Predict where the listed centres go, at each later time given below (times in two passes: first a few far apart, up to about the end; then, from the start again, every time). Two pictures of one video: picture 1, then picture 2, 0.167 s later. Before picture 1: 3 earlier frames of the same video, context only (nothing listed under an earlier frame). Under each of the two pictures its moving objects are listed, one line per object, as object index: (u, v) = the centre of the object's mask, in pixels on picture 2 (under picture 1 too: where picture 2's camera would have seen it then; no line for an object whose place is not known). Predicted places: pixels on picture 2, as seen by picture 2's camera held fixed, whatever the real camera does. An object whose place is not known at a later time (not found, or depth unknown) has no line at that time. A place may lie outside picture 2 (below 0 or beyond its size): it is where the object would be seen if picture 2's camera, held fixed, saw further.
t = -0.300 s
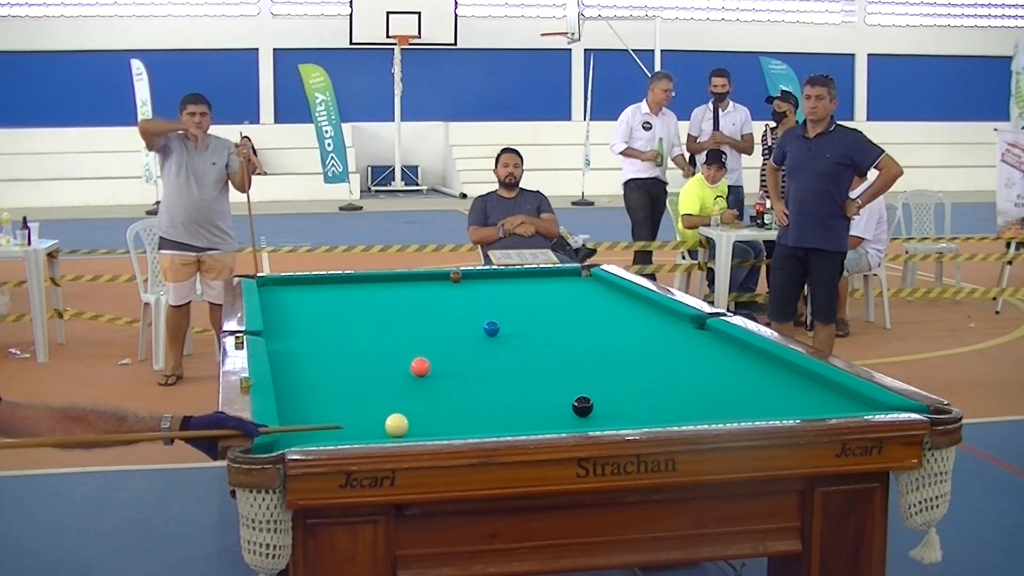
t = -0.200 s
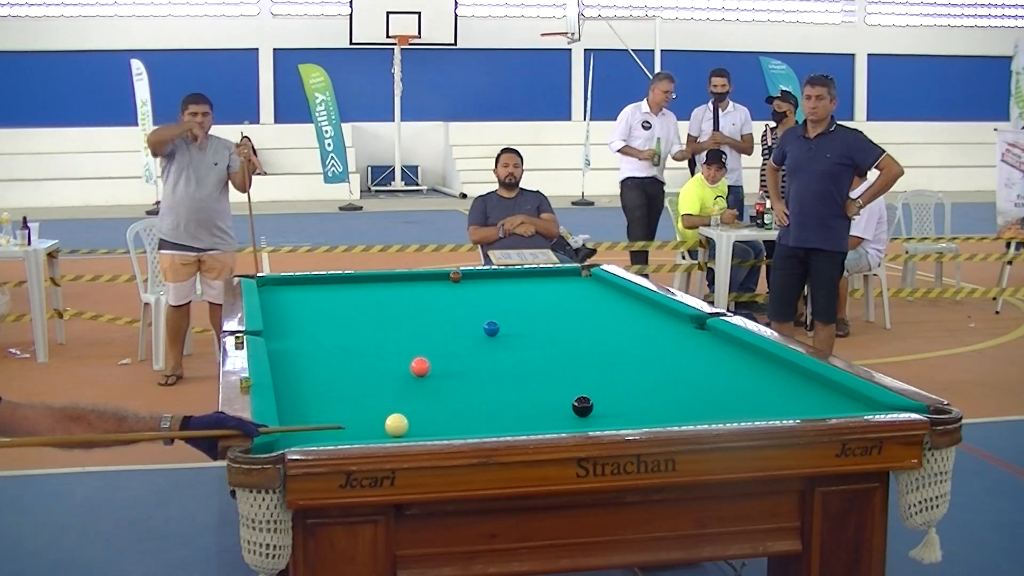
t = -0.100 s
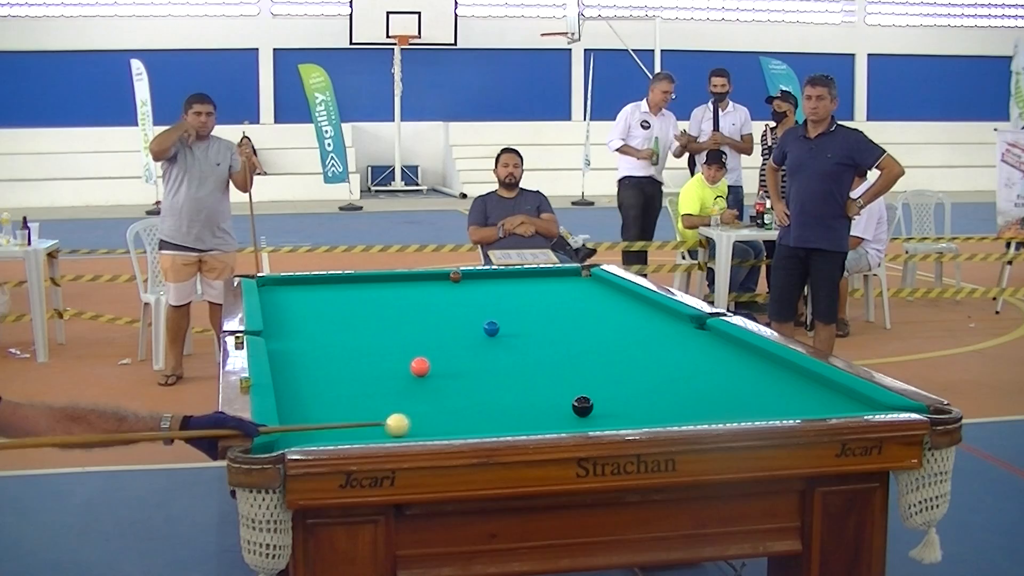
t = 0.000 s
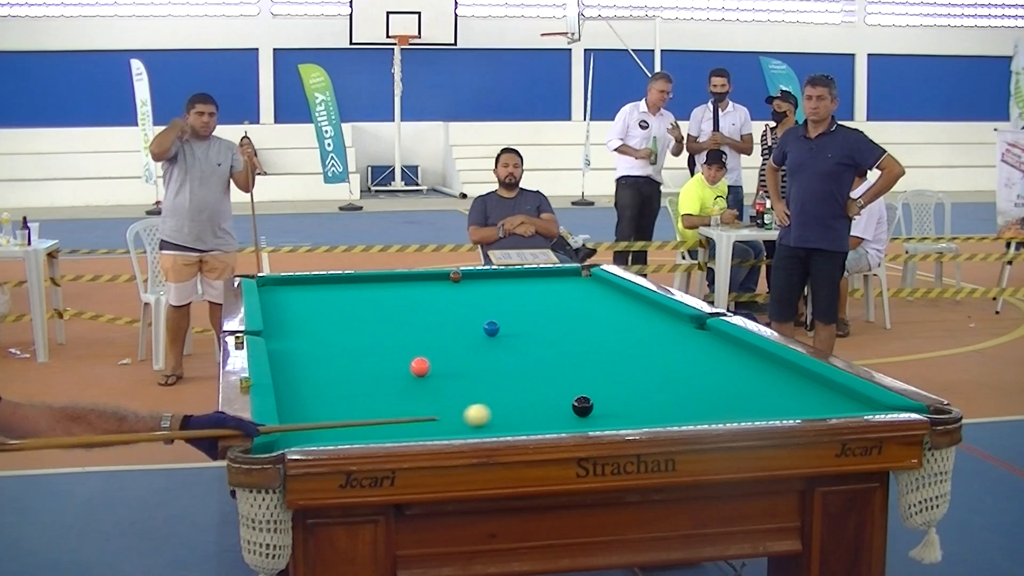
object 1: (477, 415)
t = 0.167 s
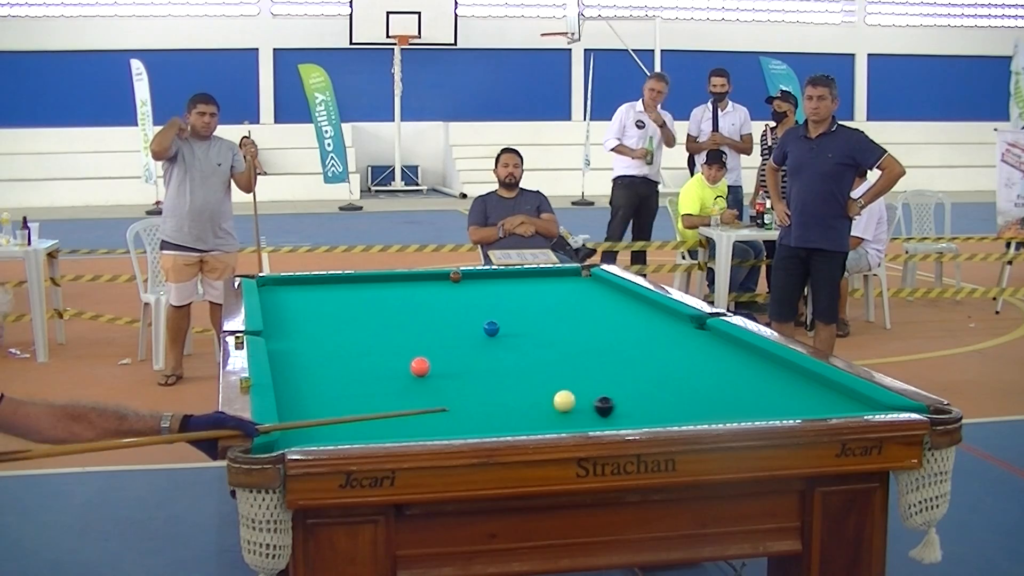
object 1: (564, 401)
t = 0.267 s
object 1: (578, 393)
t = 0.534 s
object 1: (621, 373)
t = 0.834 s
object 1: (663, 355)
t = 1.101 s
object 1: (694, 341)
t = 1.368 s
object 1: (701, 330)
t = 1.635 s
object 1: (659, 324)
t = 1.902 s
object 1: (621, 319)
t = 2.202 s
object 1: (582, 313)
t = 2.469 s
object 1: (551, 309)
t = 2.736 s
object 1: (524, 305)
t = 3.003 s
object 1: (498, 301)
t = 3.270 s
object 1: (476, 298)
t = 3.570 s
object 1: (453, 295)
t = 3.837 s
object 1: (435, 292)
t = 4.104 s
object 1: (419, 290)
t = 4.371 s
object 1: (405, 288)
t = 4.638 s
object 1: (393, 286)
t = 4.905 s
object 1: (382, 284)
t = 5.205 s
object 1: (372, 283)
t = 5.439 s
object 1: (365, 282)
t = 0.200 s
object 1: (568, 398)
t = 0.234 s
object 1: (572, 396)
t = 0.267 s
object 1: (578, 393)
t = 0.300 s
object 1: (583, 390)
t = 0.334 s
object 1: (589, 387)
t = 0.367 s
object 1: (595, 385)
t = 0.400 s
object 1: (600, 383)
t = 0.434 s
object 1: (606, 380)
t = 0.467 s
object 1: (611, 378)
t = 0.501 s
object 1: (617, 376)
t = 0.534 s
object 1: (621, 373)
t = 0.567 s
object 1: (626, 371)
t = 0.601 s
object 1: (631, 369)
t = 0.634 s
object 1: (636, 367)
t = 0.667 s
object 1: (641, 365)
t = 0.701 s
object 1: (645, 363)
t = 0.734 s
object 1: (650, 361)
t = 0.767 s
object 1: (654, 359)
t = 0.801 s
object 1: (659, 357)
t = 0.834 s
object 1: (663, 355)
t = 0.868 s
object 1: (667, 353)
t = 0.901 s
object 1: (671, 351)
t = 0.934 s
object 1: (675, 349)
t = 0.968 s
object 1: (679, 348)
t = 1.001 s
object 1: (683, 346)
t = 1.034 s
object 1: (687, 344)
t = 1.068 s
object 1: (690, 343)
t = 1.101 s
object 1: (694, 341)
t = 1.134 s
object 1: (697, 339)
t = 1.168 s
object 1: (701, 338)
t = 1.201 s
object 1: (704, 336)
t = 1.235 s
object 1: (708, 335)
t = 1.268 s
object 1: (711, 333)
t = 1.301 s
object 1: (714, 332)
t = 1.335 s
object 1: (707, 331)
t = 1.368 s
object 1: (701, 330)
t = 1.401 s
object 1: (696, 330)
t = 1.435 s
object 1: (690, 329)
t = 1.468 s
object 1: (685, 328)
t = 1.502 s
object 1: (679, 327)
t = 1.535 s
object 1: (674, 326)
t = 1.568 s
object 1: (669, 326)
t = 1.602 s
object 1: (664, 325)
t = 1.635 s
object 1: (659, 324)
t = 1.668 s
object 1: (654, 323)
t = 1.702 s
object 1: (649, 323)
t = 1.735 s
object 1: (644, 322)
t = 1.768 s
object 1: (639, 321)
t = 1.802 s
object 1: (634, 321)
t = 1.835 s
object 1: (630, 320)
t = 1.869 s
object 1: (625, 319)
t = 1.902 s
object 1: (621, 319)
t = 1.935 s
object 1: (616, 318)
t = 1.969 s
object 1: (612, 317)
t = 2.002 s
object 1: (607, 317)
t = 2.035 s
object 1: (603, 316)
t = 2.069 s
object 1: (599, 315)
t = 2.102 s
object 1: (594, 315)
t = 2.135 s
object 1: (590, 314)
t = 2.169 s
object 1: (586, 314)
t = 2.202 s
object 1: (582, 313)
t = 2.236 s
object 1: (578, 312)
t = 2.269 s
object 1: (574, 312)
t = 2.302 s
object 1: (570, 311)
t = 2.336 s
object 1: (566, 311)
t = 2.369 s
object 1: (562, 310)
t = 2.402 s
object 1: (559, 310)
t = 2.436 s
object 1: (555, 309)
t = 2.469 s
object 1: (551, 309)
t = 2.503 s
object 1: (548, 308)
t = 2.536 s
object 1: (544, 308)
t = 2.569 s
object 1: (541, 307)
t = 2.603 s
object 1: (537, 307)
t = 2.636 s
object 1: (534, 306)
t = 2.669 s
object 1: (530, 306)
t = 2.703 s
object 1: (527, 305)
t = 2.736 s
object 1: (524, 305)
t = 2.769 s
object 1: (520, 304)
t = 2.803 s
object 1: (517, 304)
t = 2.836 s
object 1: (514, 303)
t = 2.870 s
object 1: (511, 303)
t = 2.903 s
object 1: (508, 302)
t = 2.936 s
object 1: (504, 302)
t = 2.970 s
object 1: (502, 301)
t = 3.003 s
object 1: (498, 301)
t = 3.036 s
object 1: (495, 300)
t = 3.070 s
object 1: (492, 300)
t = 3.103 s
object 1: (490, 300)
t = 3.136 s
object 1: (487, 299)
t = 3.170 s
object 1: (484, 299)
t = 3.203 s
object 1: (481, 299)
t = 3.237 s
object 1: (478, 298)
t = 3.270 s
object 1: (476, 298)
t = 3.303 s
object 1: (473, 298)
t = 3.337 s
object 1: (470, 297)
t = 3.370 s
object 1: (468, 297)
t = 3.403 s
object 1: (465, 296)
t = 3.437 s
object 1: (463, 296)
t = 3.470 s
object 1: (460, 296)
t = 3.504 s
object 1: (458, 295)
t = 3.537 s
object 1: (455, 295)
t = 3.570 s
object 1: (453, 295)
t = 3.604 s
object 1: (451, 294)
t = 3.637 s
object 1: (448, 294)
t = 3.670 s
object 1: (446, 294)
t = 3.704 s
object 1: (444, 293)
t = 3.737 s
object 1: (441, 293)
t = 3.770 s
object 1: (439, 293)
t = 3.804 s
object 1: (437, 292)
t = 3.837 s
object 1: (435, 292)
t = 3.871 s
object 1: (433, 292)
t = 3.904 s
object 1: (431, 291)
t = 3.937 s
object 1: (429, 291)
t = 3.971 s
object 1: (427, 291)
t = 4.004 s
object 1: (425, 290)
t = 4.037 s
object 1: (423, 290)
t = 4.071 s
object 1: (421, 290)
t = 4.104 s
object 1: (419, 290)
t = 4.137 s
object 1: (417, 289)
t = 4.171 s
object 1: (416, 289)
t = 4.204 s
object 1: (414, 289)
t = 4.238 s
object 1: (412, 289)
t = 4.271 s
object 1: (411, 288)
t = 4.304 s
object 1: (409, 288)
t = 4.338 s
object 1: (407, 288)
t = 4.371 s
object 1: (405, 288)
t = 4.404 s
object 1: (404, 287)
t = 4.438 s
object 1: (402, 287)
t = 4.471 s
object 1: (401, 287)
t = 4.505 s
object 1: (399, 287)
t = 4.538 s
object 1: (398, 286)
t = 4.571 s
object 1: (396, 286)
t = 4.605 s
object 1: (395, 286)
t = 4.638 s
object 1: (393, 286)
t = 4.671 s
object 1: (392, 286)
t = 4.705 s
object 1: (390, 285)
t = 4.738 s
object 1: (389, 285)
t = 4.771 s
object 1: (388, 285)
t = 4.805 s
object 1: (386, 285)
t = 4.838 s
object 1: (385, 285)
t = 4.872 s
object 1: (384, 284)
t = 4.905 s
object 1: (382, 284)
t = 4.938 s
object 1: (381, 284)
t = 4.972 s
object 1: (380, 284)
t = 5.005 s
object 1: (379, 284)
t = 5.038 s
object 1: (377, 284)
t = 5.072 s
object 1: (376, 283)
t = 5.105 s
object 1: (375, 283)
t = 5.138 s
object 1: (374, 283)
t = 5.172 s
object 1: (373, 283)
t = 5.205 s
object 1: (372, 283)
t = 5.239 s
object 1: (371, 283)
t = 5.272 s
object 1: (370, 283)
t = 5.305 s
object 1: (369, 282)
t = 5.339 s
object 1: (368, 282)
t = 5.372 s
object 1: (367, 282)
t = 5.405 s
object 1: (366, 282)
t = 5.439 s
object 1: (365, 282)
